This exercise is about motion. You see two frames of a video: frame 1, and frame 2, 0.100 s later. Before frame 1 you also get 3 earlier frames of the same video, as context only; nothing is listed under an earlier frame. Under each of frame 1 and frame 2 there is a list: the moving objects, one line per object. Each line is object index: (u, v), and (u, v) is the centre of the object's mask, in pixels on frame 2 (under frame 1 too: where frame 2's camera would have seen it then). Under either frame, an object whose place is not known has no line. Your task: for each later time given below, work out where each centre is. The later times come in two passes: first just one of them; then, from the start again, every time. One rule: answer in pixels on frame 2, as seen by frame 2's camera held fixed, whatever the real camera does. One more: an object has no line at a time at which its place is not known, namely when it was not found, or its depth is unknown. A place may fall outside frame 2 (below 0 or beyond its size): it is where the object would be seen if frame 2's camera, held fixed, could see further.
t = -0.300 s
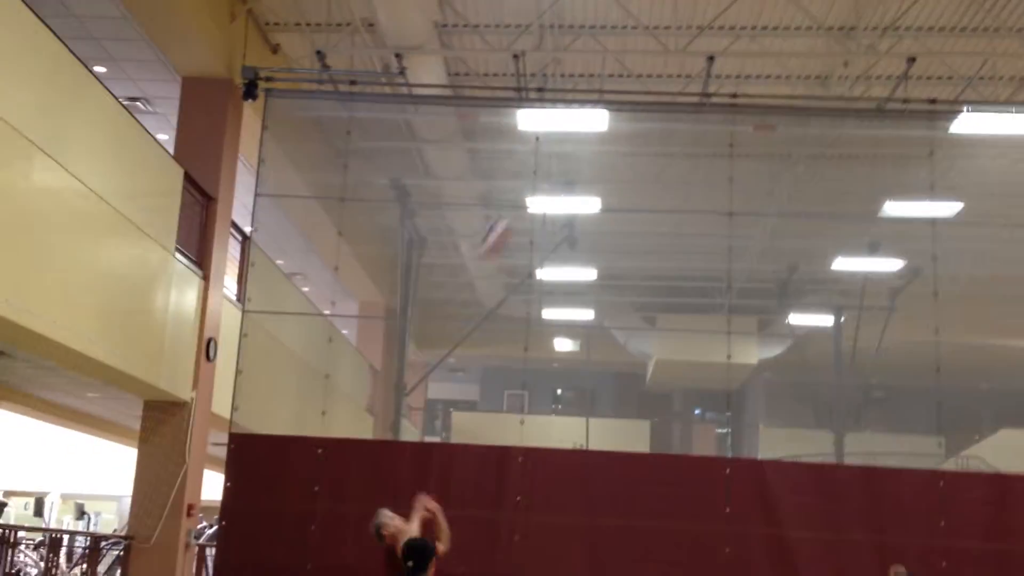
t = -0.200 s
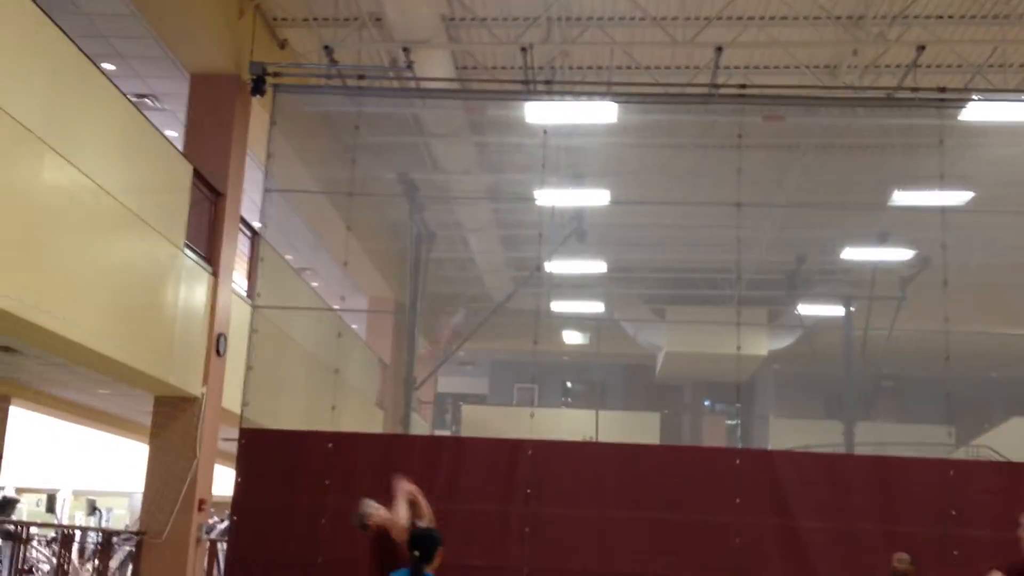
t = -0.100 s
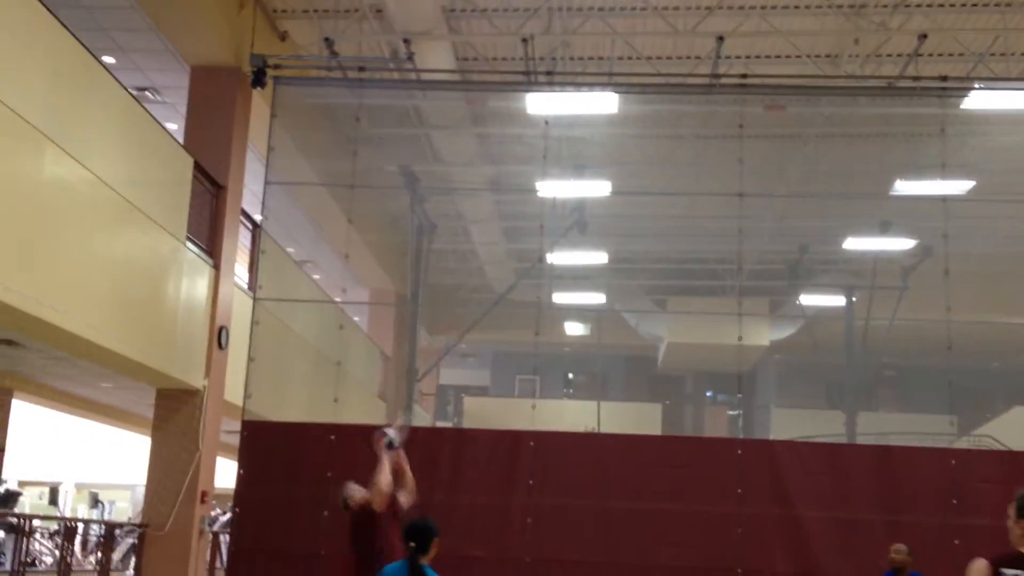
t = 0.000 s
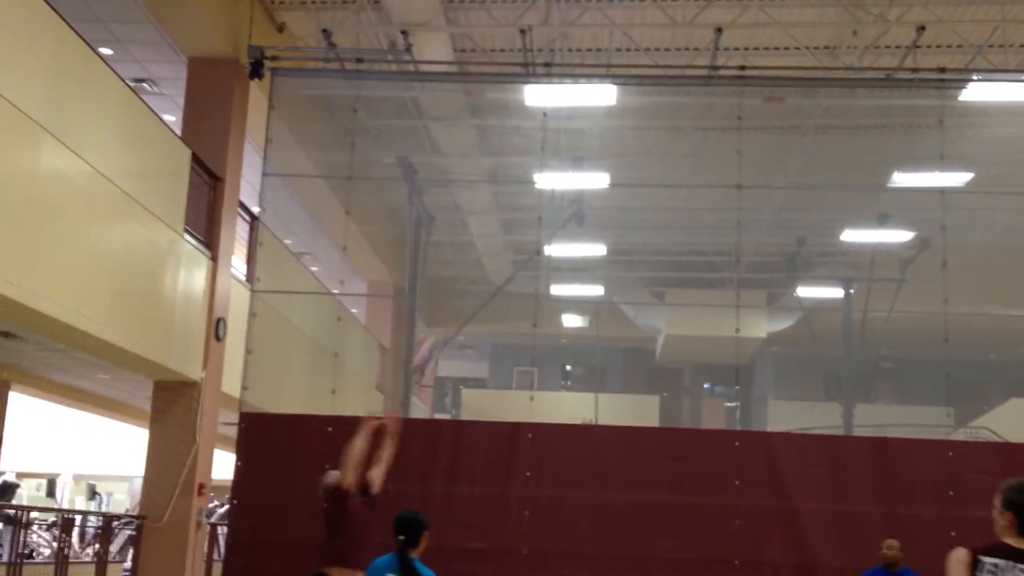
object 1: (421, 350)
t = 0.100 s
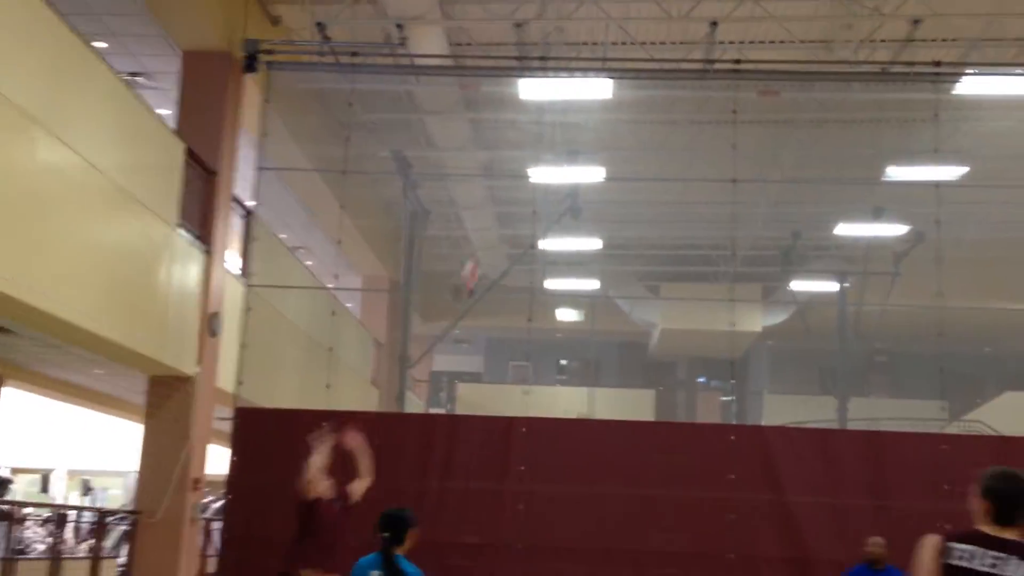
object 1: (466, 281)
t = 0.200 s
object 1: (514, 215)
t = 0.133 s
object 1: (483, 258)
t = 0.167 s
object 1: (499, 237)
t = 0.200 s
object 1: (514, 215)
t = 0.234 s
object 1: (529, 195)
